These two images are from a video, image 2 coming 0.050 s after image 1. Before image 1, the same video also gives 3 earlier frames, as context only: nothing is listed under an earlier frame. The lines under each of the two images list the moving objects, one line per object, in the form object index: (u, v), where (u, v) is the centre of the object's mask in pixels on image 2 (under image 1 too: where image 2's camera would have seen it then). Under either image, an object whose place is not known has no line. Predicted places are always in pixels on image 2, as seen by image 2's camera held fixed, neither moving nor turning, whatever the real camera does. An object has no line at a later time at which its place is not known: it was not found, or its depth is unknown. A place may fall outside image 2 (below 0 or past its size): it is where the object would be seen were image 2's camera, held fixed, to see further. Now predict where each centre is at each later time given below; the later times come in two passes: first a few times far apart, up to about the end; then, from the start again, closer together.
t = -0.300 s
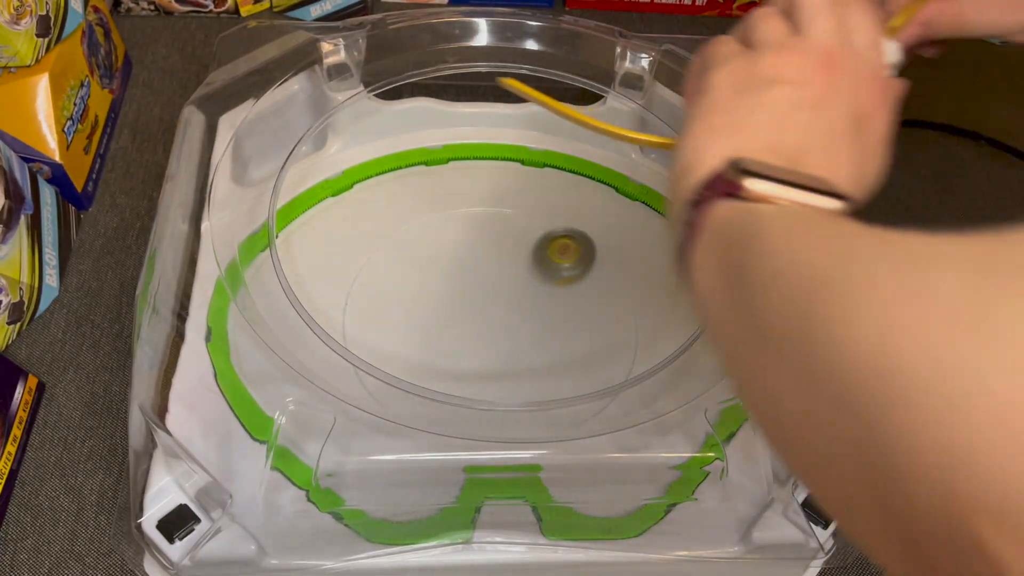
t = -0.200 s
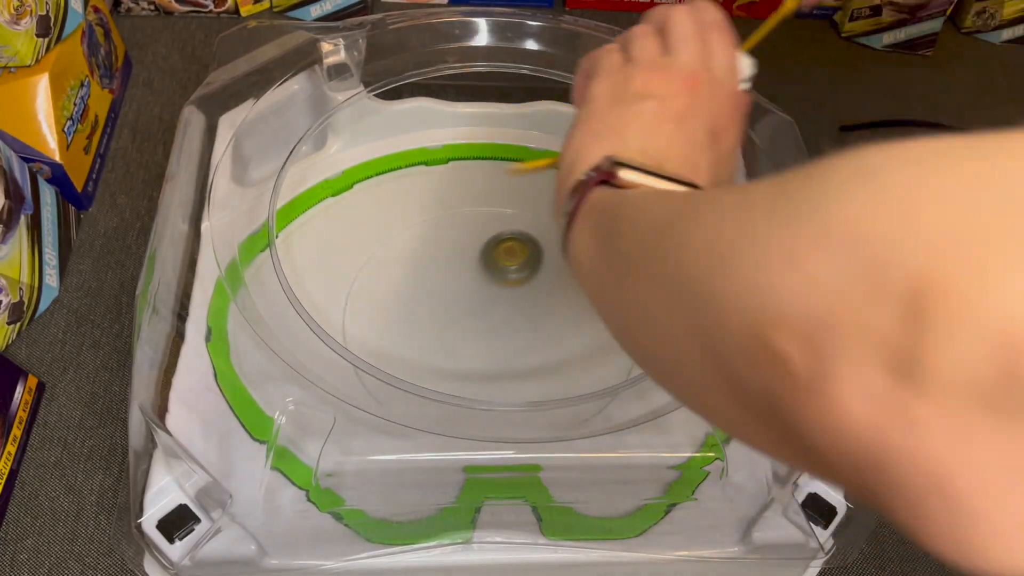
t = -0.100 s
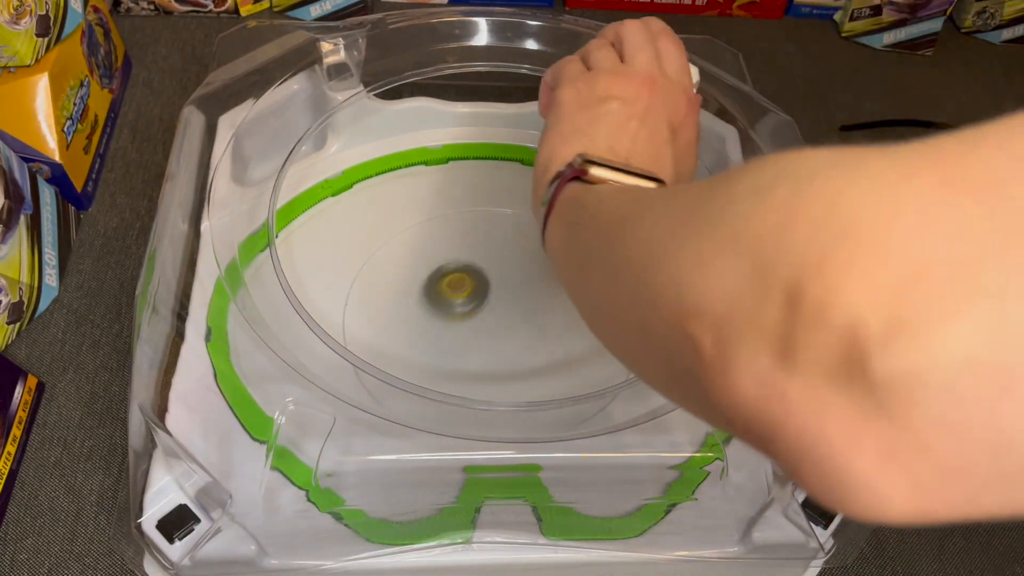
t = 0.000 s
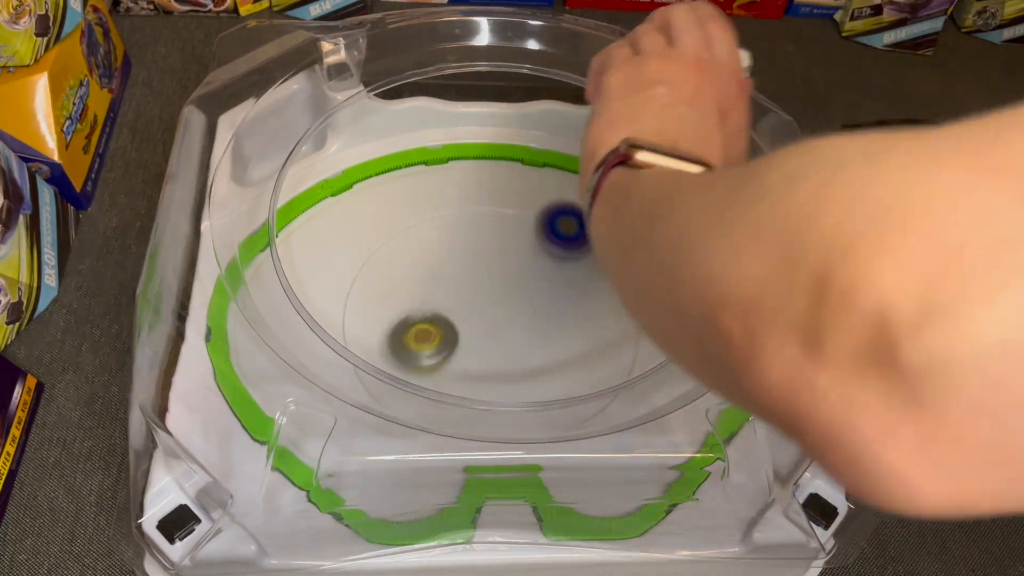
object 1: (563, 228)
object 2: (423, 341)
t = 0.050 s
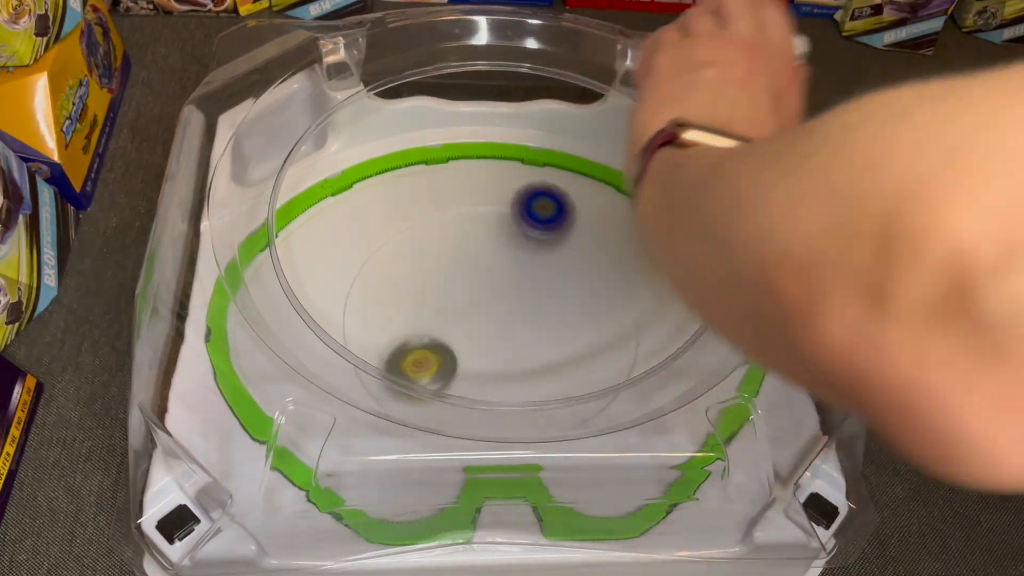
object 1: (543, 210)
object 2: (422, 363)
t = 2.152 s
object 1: (265, 246)
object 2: (445, 337)
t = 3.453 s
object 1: (392, 495)
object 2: (573, 258)
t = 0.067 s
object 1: (533, 211)
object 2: (423, 376)
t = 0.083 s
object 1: (524, 212)
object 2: (426, 384)
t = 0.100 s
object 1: (514, 216)
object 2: (430, 392)
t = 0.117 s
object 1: (504, 224)
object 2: (436, 398)
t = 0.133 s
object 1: (495, 225)
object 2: (443, 404)
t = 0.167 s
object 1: (477, 218)
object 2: (457, 421)
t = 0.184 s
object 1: (468, 218)
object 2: (464, 428)
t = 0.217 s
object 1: (449, 221)
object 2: (483, 437)
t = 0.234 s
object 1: (438, 224)
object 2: (493, 440)
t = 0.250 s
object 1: (429, 228)
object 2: (502, 440)
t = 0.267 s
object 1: (421, 233)
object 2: (511, 438)
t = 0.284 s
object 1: (413, 239)
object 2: (521, 436)
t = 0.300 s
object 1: (406, 246)
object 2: (530, 435)
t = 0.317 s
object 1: (400, 256)
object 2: (540, 432)
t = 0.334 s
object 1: (395, 266)
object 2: (550, 426)
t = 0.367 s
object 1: (391, 285)
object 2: (568, 418)
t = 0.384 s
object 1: (391, 297)
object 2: (575, 413)
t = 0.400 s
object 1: (393, 308)
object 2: (581, 408)
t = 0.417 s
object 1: (396, 321)
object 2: (586, 403)
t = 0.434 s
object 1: (401, 332)
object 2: (591, 399)
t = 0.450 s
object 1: (408, 343)
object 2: (594, 394)
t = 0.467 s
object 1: (417, 354)
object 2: (596, 388)
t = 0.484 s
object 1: (426, 362)
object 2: (596, 382)
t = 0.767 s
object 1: (712, 397)
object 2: (478, 277)
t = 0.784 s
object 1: (726, 388)
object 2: (468, 274)
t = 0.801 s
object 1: (738, 340)
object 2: (459, 270)
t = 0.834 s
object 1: (747, 250)
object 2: (438, 267)
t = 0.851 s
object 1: (753, 213)
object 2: (429, 267)
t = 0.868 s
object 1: (732, 185)
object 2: (416, 268)
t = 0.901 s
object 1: (678, 142)
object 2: (396, 273)
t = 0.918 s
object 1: (655, 125)
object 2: (388, 276)
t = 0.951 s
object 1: (594, 120)
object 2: (373, 285)
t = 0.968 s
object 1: (563, 124)
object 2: (369, 290)
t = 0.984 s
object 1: (531, 131)
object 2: (366, 295)
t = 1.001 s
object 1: (499, 138)
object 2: (364, 301)
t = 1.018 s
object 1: (465, 152)
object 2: (363, 307)
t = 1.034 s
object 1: (432, 166)
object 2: (364, 313)
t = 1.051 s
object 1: (399, 185)
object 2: (365, 319)
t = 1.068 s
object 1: (371, 188)
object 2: (368, 324)
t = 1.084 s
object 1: (344, 188)
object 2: (371, 330)
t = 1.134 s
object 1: (261, 203)
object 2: (389, 344)
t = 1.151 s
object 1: (228, 215)
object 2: (396, 349)
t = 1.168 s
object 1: (211, 228)
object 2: (403, 355)
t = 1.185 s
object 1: (219, 241)
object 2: (415, 357)
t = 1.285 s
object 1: (325, 348)
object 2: (465, 372)
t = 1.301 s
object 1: (343, 365)
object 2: (473, 372)
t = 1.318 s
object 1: (358, 389)
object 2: (480, 370)
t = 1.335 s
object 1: (375, 409)
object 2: (487, 369)
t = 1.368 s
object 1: (418, 449)
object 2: (499, 362)
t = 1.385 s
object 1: (438, 469)
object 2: (503, 357)
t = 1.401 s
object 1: (432, 456)
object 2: (505, 351)
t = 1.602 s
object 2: (499, 273)
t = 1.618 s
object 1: (258, 303)
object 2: (497, 268)
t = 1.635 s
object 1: (279, 333)
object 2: (492, 264)
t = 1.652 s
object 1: (301, 366)
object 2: (486, 259)
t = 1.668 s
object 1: (322, 394)
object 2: (482, 255)
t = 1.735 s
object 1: (409, 492)
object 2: (456, 243)
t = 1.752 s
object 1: (437, 459)
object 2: (448, 241)
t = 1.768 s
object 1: (466, 425)
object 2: (441, 240)
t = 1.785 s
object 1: (491, 402)
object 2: (434, 241)
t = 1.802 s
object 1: (516, 377)
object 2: (427, 241)
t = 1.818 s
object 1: (539, 360)
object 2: (420, 243)
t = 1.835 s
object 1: (560, 344)
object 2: (414, 246)
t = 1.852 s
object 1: (580, 331)
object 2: (407, 249)
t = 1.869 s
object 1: (597, 321)
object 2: (401, 252)
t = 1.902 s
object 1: (626, 277)
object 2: (393, 260)
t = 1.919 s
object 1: (637, 258)
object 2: (390, 265)
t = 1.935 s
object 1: (647, 242)
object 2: (388, 271)
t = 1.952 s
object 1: (659, 227)
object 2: (387, 276)
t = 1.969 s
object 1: (668, 211)
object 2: (387, 282)
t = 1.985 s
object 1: (644, 196)
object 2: (387, 287)
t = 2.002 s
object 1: (601, 189)
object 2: (389, 293)
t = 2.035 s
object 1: (525, 178)
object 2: (396, 305)
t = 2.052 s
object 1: (487, 172)
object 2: (401, 311)
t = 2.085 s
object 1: (417, 159)
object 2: (413, 321)
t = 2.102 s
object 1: (382, 153)
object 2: (420, 325)
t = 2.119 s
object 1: (346, 175)
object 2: (428, 331)
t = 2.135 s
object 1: (305, 212)
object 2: (437, 335)
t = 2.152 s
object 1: (265, 246)
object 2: (445, 337)
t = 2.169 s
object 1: (226, 280)
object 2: (454, 339)
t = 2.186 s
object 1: (218, 310)
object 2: (464, 339)
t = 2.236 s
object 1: (207, 421)
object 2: (490, 335)
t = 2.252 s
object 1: (234, 448)
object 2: (499, 332)
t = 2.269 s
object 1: (277, 468)
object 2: (507, 328)
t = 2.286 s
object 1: (327, 487)
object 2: (514, 324)
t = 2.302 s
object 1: (369, 500)
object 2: (521, 320)
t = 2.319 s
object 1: (411, 505)
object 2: (527, 315)
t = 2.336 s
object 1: (452, 500)
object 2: (531, 310)
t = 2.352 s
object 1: (490, 487)
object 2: (535, 305)
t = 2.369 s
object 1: (530, 478)
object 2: (539, 299)
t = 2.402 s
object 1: (604, 464)
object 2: (543, 288)
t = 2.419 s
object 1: (632, 453)
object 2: (544, 282)
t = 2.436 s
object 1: (659, 435)
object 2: (544, 276)
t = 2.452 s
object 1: (688, 423)
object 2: (543, 270)
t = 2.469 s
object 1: (713, 413)
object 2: (542, 264)
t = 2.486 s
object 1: (727, 375)
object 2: (539, 257)
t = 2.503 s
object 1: (741, 335)
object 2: (537, 251)
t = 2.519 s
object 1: (749, 302)
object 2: (533, 246)
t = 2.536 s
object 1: (736, 273)
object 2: (528, 242)
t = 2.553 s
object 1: (707, 245)
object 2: (523, 239)
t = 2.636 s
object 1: (536, 152)
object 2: (495, 227)
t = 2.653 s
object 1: (492, 147)
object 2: (488, 226)
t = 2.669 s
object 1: (451, 147)
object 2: (481, 226)
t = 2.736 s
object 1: (302, 209)
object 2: (458, 230)
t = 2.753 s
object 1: (269, 235)
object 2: (453, 232)
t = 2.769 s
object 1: (244, 270)
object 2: (448, 236)
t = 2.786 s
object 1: (235, 308)
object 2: (444, 240)
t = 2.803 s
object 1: (241, 350)
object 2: (441, 245)
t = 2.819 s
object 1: (267, 386)
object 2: (440, 249)
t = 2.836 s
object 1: (306, 422)
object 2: (437, 256)
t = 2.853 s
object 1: (341, 456)
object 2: (437, 261)
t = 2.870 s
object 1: (377, 488)
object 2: (438, 268)
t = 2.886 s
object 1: (419, 492)
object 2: (439, 275)
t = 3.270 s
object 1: (335, 187)
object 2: (578, 321)
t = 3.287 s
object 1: (309, 208)
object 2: (582, 316)
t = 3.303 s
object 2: (584, 310)
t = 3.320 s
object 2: (587, 304)
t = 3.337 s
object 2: (588, 298)
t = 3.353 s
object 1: (233, 312)
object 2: (590, 291)
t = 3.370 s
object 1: (238, 347)
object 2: (588, 285)
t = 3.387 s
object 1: (264, 382)
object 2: (586, 279)
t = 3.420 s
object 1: (323, 439)
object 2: (581, 268)
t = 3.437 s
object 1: (354, 471)
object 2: (577, 263)
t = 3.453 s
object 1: (392, 495)
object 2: (573, 258)
